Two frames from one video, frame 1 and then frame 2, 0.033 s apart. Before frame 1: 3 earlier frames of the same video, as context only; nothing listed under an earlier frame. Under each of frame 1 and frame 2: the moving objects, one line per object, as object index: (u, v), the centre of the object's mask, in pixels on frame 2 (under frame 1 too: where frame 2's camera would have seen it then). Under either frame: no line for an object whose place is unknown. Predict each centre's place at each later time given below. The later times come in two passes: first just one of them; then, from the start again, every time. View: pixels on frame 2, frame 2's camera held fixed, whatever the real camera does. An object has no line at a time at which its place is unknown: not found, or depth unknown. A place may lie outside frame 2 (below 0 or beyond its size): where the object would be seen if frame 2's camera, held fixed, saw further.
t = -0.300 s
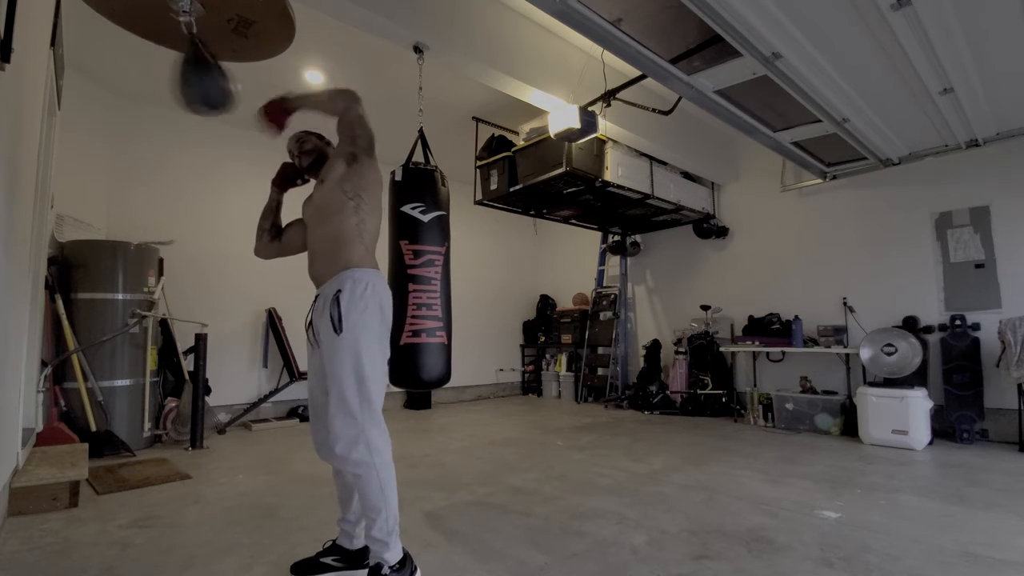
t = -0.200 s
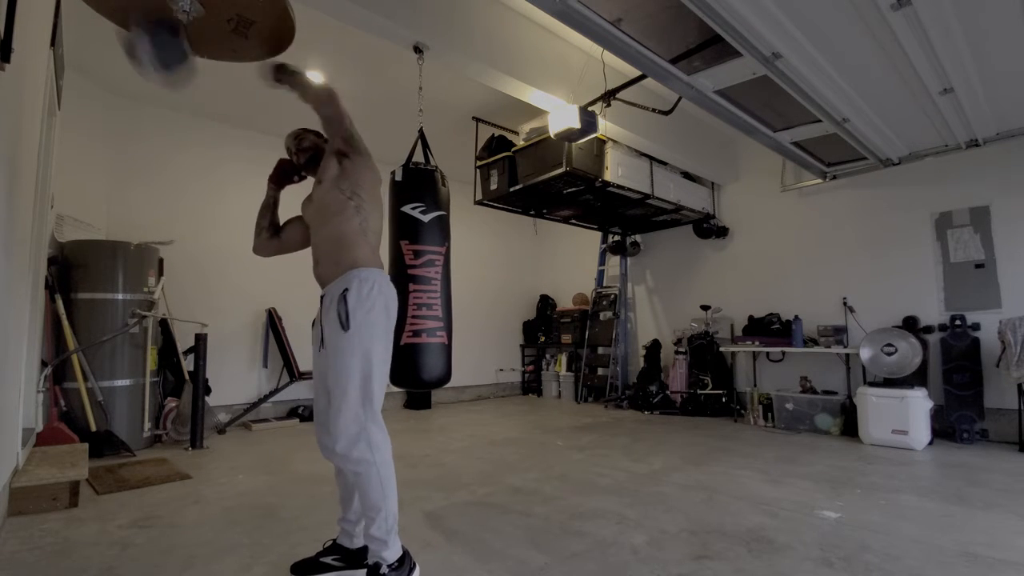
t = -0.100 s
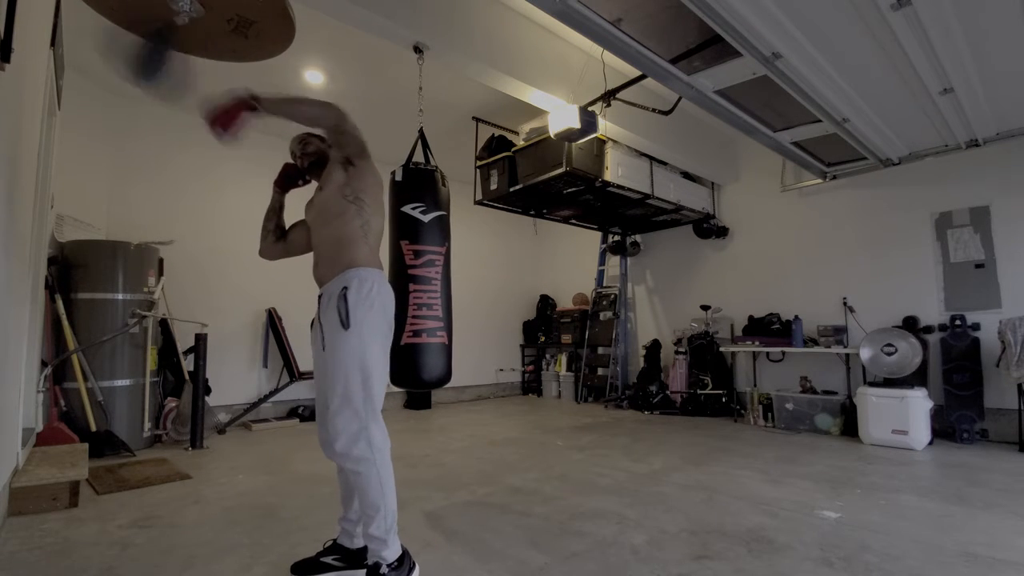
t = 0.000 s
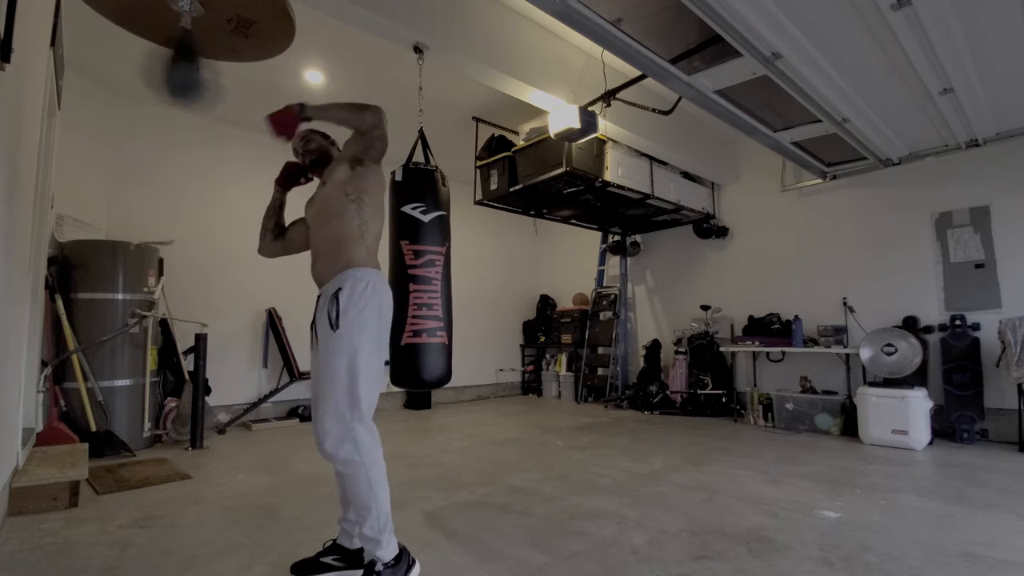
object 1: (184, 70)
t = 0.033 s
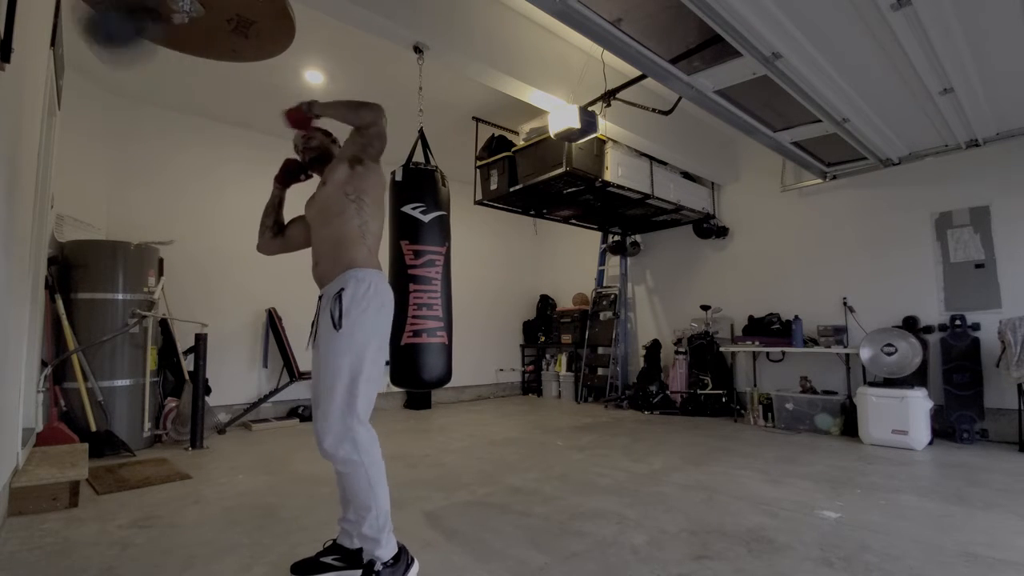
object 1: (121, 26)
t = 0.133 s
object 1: (205, 79)
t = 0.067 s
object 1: (116, 12)
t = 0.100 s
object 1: (147, 60)
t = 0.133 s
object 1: (205, 79)
